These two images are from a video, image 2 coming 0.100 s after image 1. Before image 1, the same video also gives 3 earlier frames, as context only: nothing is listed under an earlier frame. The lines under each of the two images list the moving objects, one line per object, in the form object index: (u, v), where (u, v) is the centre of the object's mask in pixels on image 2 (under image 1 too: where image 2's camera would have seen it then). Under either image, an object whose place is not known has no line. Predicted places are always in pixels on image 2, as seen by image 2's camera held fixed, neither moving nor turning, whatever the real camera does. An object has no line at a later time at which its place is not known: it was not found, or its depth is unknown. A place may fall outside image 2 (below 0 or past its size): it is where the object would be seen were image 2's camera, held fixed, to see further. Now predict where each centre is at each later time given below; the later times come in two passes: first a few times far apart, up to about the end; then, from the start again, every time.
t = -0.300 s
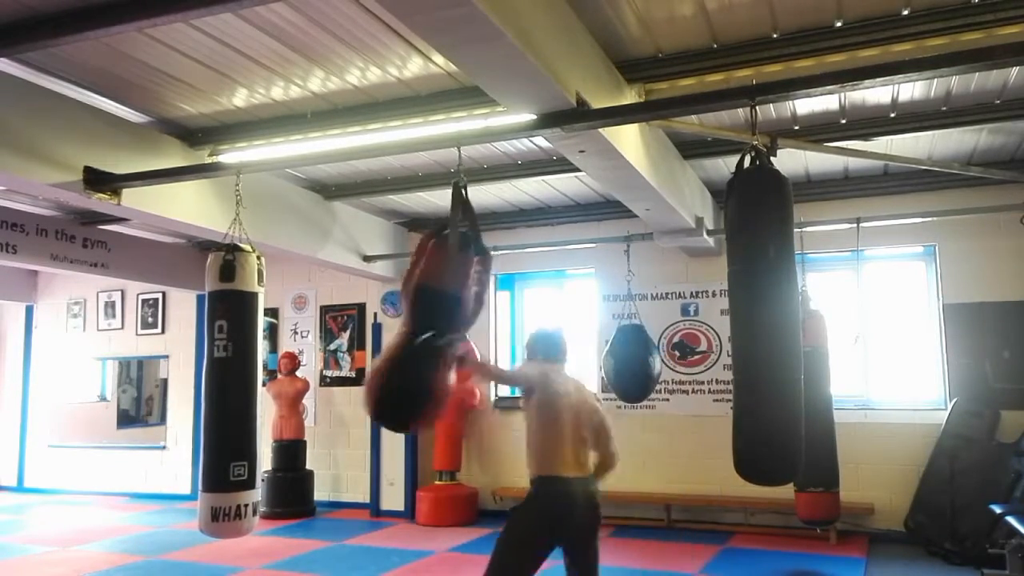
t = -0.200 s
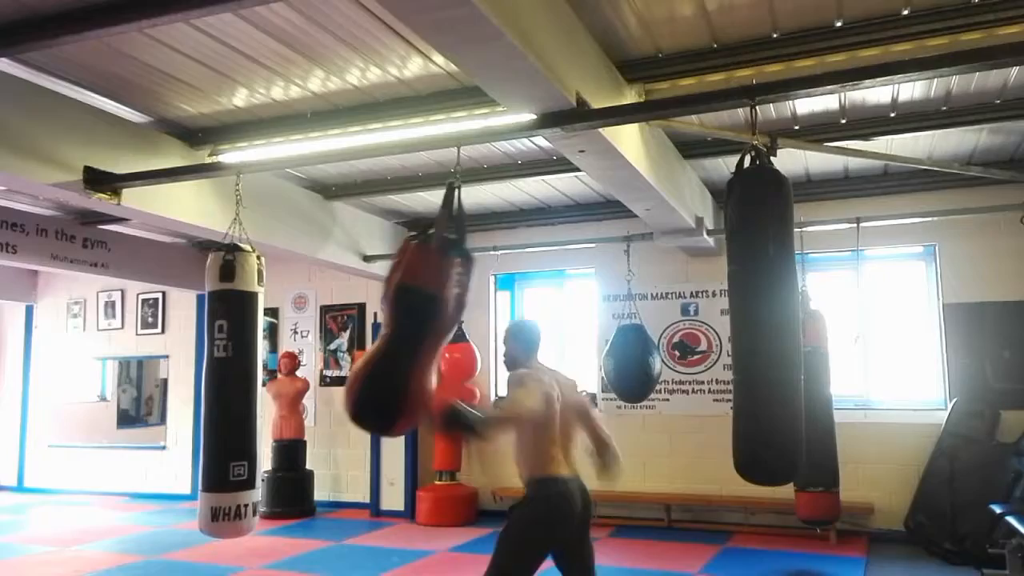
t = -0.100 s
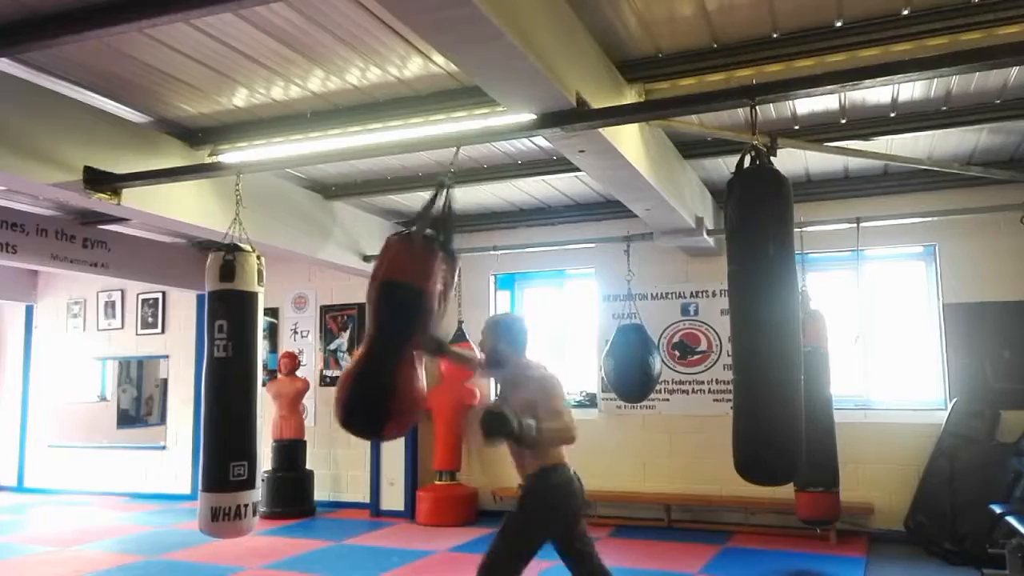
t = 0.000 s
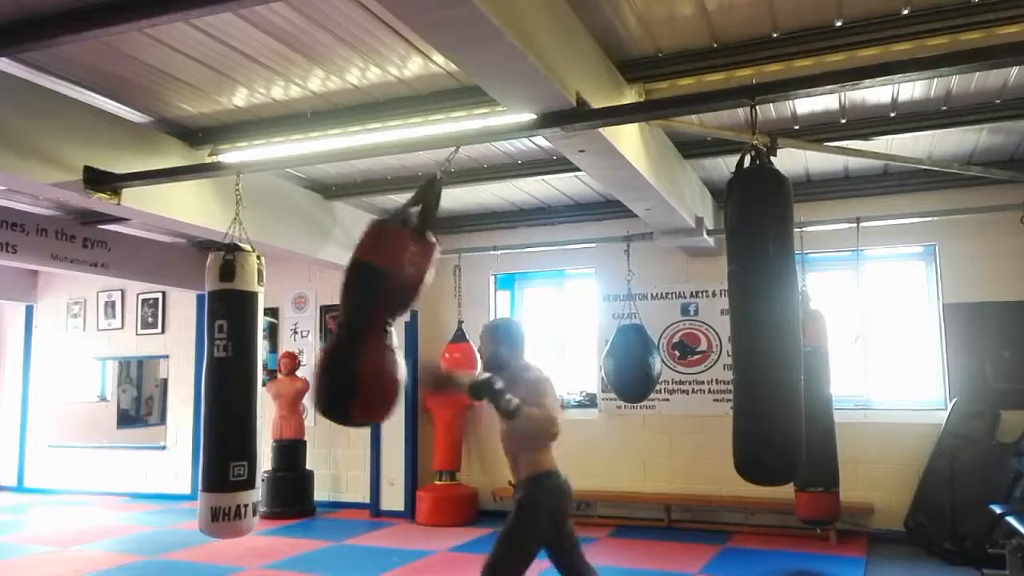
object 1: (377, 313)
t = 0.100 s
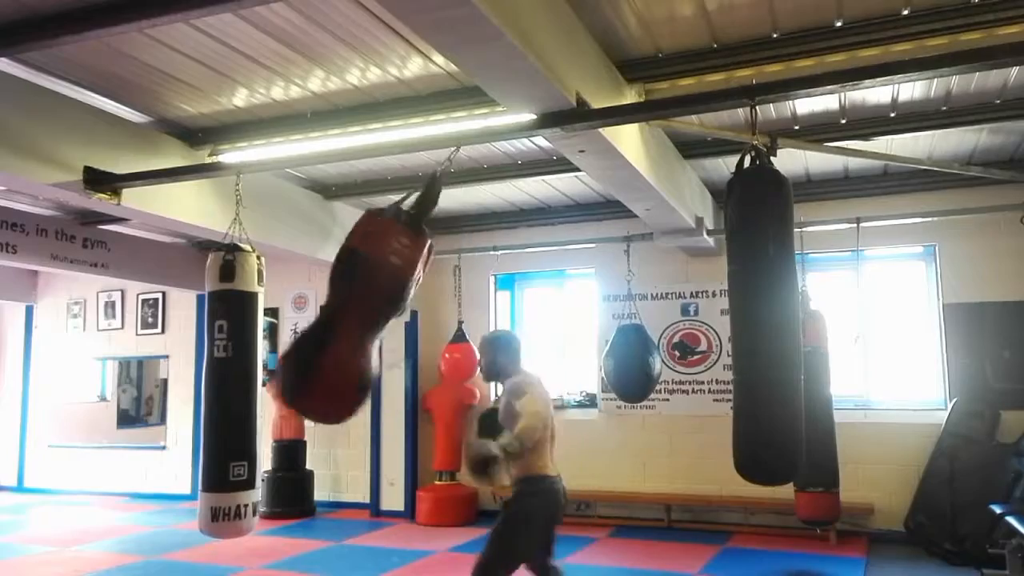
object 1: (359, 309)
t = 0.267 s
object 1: (348, 306)
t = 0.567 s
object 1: (396, 323)
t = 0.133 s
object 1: (355, 309)
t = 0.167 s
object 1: (350, 311)
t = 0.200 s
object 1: (348, 310)
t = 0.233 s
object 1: (348, 307)
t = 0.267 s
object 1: (348, 306)
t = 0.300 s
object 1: (349, 307)
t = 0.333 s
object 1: (350, 308)
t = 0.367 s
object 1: (353, 310)
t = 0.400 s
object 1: (357, 310)
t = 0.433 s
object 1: (363, 311)
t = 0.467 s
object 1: (370, 313)
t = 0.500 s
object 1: (379, 317)
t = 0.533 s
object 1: (386, 320)
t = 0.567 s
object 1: (396, 323)
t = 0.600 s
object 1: (407, 324)
